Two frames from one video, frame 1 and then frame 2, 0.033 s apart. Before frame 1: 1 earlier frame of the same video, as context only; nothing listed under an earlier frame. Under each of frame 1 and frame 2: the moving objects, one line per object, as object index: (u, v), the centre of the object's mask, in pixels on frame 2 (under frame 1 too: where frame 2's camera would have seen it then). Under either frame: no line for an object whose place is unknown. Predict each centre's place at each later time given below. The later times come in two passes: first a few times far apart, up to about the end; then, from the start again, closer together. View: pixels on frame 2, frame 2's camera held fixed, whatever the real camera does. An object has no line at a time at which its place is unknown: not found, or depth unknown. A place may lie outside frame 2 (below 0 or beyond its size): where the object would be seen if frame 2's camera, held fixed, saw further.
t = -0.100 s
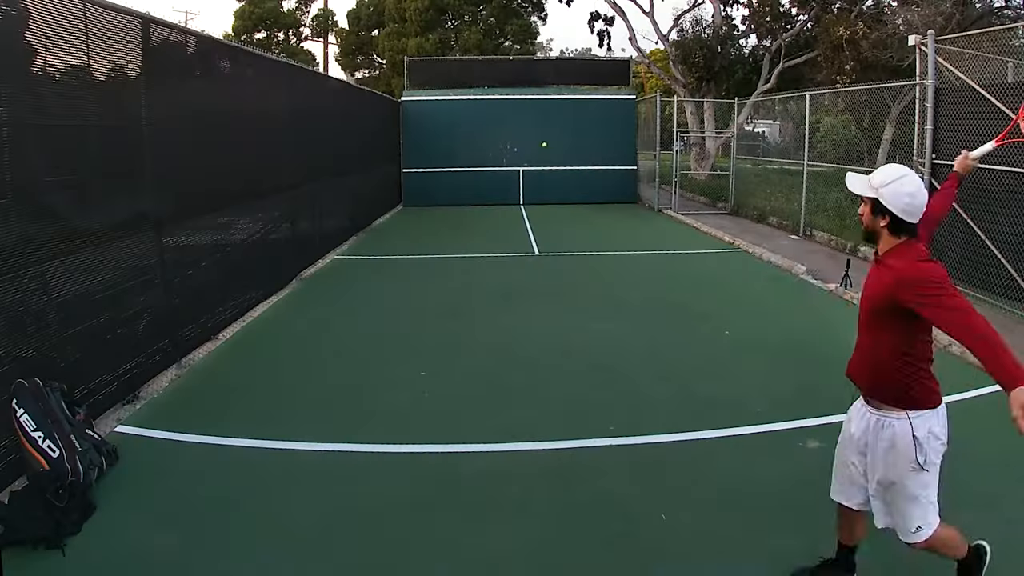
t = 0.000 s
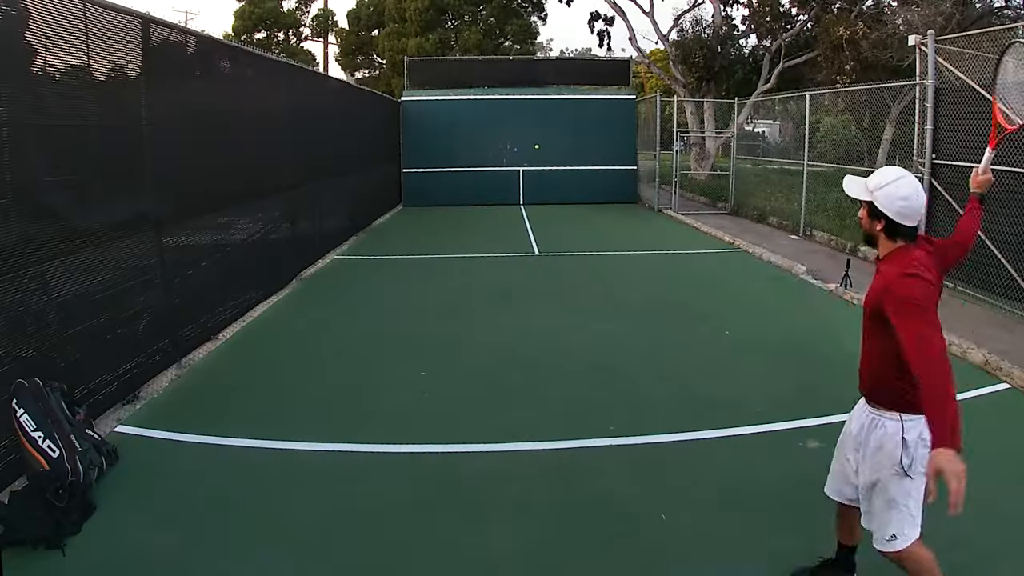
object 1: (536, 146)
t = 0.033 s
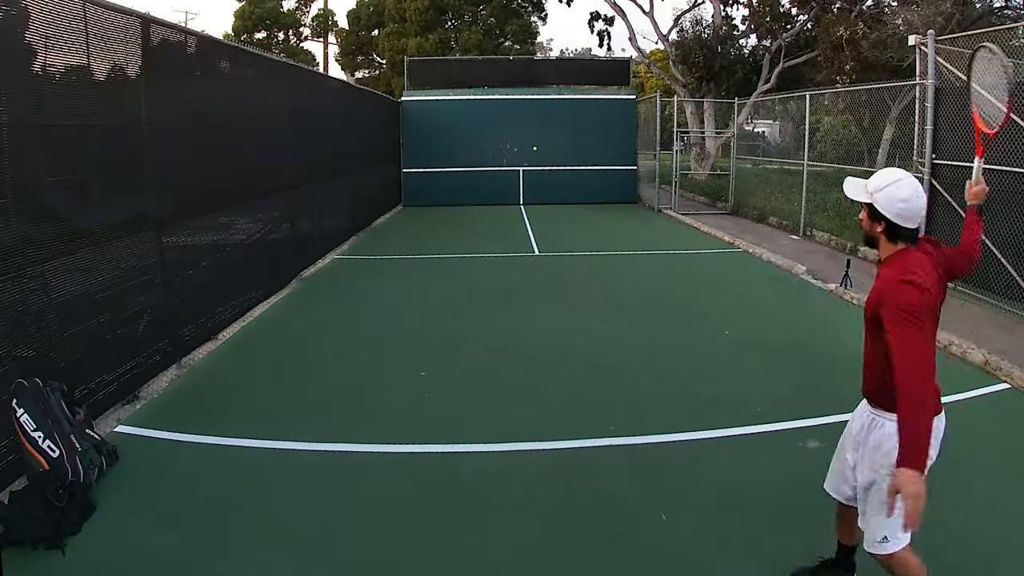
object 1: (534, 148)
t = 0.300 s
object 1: (534, 150)
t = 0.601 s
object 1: (553, 153)
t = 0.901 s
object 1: (587, 226)
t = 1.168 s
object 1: (634, 286)
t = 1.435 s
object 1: (697, 268)
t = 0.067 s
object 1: (532, 150)
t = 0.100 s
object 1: (531, 153)
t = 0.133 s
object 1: (529, 155)
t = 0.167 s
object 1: (528, 158)
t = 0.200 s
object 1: (529, 155)
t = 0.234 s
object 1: (531, 153)
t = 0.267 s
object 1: (532, 151)
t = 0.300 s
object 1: (534, 150)
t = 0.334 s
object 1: (536, 148)
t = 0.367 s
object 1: (537, 147)
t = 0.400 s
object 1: (540, 146)
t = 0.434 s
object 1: (541, 146)
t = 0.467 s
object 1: (544, 146)
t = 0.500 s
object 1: (546, 147)
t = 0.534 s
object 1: (548, 149)
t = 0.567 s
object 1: (550, 151)
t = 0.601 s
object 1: (553, 153)
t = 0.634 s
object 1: (556, 157)
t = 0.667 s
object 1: (559, 162)
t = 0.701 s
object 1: (562, 166)
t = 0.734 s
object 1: (566, 173)
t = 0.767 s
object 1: (570, 181)
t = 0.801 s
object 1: (573, 190)
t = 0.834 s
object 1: (578, 200)
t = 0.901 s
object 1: (587, 226)
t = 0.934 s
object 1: (592, 242)
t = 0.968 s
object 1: (598, 261)
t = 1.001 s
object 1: (604, 282)
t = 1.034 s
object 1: (611, 306)
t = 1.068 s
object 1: (616, 309)
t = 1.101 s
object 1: (622, 301)
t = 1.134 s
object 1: (628, 293)
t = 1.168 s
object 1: (634, 286)
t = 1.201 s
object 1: (640, 280)
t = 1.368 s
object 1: (678, 265)
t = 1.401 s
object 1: (687, 265)
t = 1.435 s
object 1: (697, 268)
